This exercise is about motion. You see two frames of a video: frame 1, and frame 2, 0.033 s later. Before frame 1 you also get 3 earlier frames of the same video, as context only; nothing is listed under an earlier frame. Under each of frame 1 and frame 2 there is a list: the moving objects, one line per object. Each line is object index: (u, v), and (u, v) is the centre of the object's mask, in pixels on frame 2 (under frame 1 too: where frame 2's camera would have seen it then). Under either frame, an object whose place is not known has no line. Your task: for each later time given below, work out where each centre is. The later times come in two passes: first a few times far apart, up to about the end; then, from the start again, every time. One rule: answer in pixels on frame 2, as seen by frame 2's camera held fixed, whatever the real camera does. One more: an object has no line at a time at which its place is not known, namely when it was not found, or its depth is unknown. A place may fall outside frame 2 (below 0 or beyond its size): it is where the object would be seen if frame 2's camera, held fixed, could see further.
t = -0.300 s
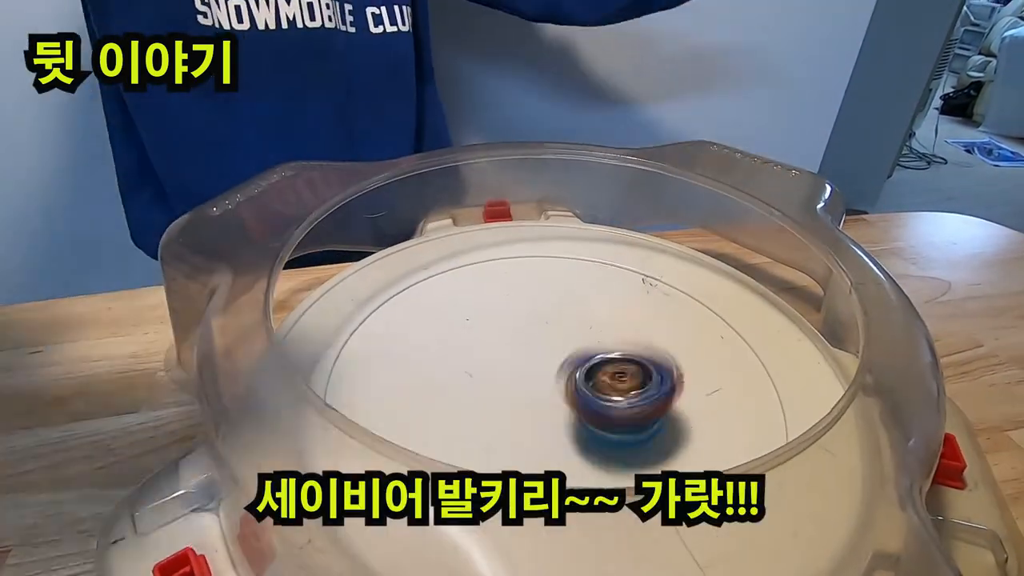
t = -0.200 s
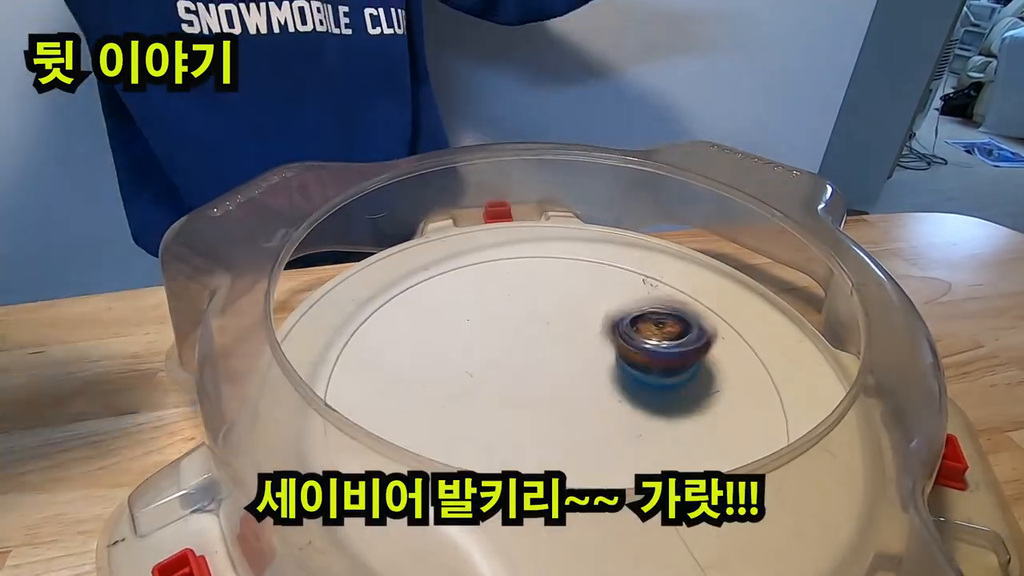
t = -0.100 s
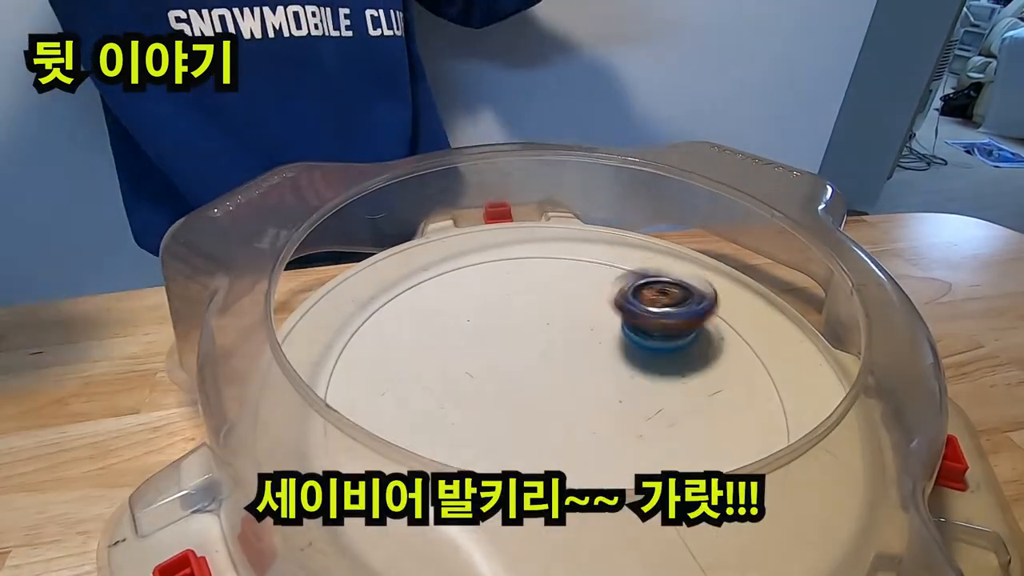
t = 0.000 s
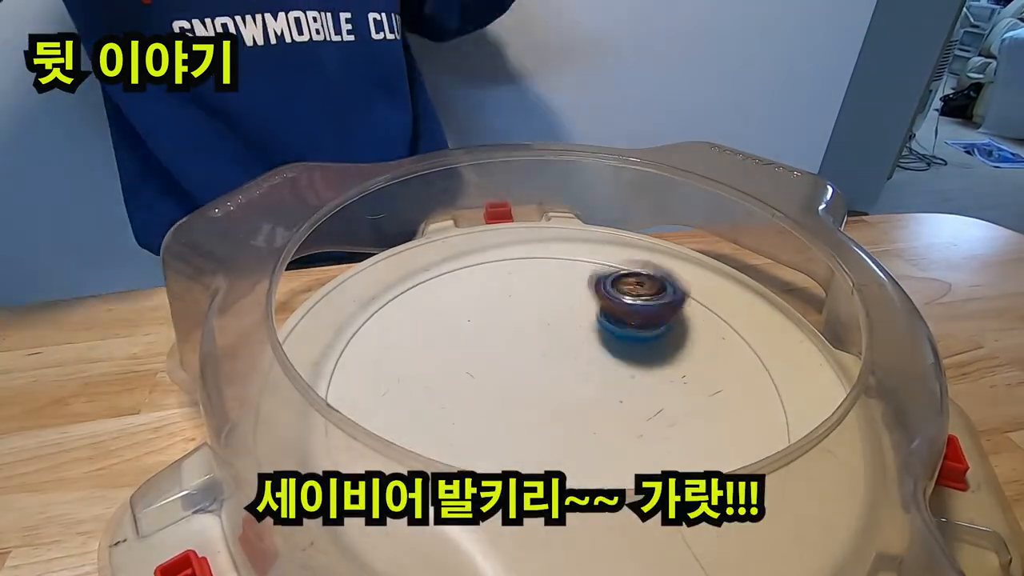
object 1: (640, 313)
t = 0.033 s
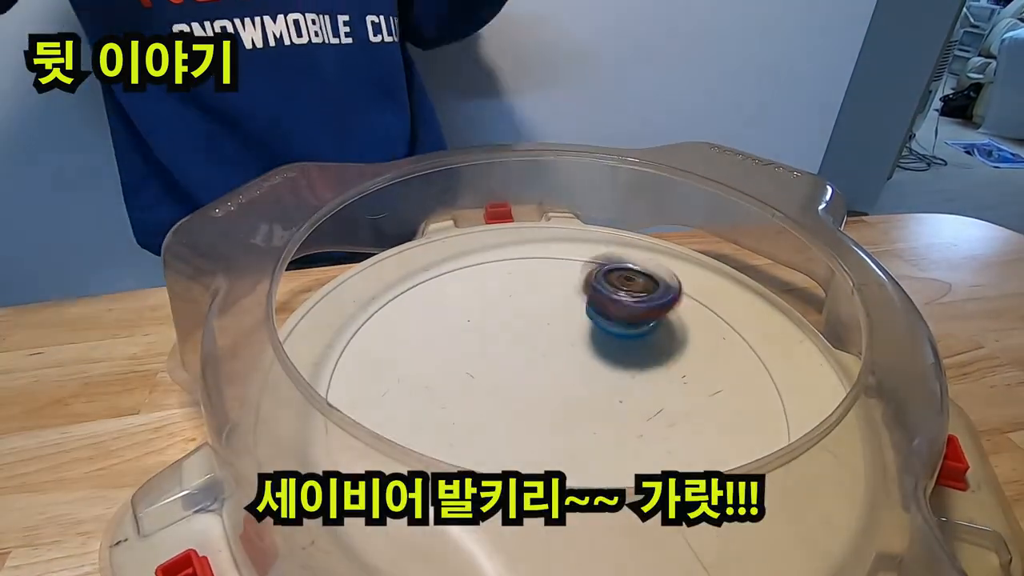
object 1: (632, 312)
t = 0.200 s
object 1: (547, 351)
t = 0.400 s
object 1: (450, 408)
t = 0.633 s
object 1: (526, 425)
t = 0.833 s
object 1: (609, 377)
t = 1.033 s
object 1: (585, 326)
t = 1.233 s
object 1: (538, 343)
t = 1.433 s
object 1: (505, 381)
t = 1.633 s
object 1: (567, 390)
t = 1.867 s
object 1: (578, 343)
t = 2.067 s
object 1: (536, 353)
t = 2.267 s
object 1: (560, 381)
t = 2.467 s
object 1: (583, 374)
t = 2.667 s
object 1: (578, 369)
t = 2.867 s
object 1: (569, 382)
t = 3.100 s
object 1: (569, 381)
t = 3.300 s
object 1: (574, 390)
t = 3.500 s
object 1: (549, 389)
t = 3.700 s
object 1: (562, 378)
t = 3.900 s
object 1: (551, 388)
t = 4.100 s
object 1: (541, 380)
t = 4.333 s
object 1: (565, 380)
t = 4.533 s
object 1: (547, 382)
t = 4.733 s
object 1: (558, 366)
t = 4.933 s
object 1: (564, 385)
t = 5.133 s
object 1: (553, 376)
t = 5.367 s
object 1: (579, 375)
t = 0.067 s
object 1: (618, 318)
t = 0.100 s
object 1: (604, 322)
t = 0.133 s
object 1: (583, 331)
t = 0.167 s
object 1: (567, 342)
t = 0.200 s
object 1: (547, 351)
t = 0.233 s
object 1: (526, 363)
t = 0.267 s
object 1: (504, 374)
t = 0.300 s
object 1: (484, 384)
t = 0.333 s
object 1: (469, 396)
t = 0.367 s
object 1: (457, 404)
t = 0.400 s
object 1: (450, 408)
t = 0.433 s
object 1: (447, 412)
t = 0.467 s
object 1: (448, 415)
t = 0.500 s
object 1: (454, 418)
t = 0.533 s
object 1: (467, 422)
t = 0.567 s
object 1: (483, 424)
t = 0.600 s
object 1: (502, 424)
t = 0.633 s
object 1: (526, 425)
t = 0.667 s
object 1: (549, 423)
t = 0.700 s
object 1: (570, 421)
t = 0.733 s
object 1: (587, 414)
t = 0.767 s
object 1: (599, 404)
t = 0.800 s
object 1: (606, 390)
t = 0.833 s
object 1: (609, 377)
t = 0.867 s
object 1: (610, 365)
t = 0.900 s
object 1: (607, 353)
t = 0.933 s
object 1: (604, 345)
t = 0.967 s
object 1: (600, 337)
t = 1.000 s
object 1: (594, 331)
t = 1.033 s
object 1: (585, 326)
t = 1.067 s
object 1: (577, 324)
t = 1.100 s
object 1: (568, 325)
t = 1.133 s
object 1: (560, 326)
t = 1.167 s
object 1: (551, 330)
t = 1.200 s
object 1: (545, 336)
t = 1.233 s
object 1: (538, 343)
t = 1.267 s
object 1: (532, 350)
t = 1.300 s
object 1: (525, 357)
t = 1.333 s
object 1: (517, 364)
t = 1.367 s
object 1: (510, 370)
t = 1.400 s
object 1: (506, 375)
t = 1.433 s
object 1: (505, 381)
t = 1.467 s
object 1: (509, 386)
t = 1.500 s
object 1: (517, 390)
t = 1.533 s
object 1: (528, 393)
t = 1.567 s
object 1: (541, 394)
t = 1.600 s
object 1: (555, 392)
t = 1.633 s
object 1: (567, 390)
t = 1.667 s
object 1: (577, 384)
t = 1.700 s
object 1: (584, 377)
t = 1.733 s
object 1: (589, 369)
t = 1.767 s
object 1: (591, 362)
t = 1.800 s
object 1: (589, 354)
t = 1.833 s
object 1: (585, 348)
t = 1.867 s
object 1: (578, 343)
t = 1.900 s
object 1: (570, 340)
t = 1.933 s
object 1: (562, 340)
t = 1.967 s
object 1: (552, 341)
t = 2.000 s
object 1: (545, 344)
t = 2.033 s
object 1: (539, 347)
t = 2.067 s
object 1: (536, 353)
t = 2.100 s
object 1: (535, 358)
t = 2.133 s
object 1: (538, 364)
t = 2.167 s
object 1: (543, 370)
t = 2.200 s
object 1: (548, 374)
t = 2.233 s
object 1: (555, 379)
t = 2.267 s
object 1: (560, 381)
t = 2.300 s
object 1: (566, 382)
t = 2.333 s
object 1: (572, 382)
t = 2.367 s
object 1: (577, 381)
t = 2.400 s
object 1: (581, 379)
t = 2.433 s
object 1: (583, 376)
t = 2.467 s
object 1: (583, 374)
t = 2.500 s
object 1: (581, 371)
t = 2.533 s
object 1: (580, 369)
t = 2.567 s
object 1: (579, 367)
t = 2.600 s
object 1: (579, 368)
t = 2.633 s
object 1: (578, 368)
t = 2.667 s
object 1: (578, 369)
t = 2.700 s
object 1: (576, 371)
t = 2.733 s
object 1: (575, 374)
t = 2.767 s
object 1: (573, 376)
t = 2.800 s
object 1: (572, 379)
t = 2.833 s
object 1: (570, 380)
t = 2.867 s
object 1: (569, 382)
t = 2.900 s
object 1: (566, 383)
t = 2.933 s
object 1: (565, 383)
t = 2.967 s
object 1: (565, 383)
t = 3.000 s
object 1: (565, 382)
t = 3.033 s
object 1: (566, 382)
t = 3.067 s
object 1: (567, 381)
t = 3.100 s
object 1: (569, 381)
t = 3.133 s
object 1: (572, 381)
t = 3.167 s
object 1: (574, 382)
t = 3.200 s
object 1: (575, 384)
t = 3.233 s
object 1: (576, 386)
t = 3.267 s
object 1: (576, 388)
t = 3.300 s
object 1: (574, 390)
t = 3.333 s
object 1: (570, 392)
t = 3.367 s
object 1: (566, 393)
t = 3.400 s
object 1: (562, 393)
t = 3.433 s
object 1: (558, 393)
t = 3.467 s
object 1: (552, 391)
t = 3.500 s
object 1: (549, 389)
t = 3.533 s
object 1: (549, 386)
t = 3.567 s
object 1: (549, 383)
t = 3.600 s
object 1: (549, 380)
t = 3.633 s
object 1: (552, 379)
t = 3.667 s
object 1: (558, 378)
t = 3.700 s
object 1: (562, 378)
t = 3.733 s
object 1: (565, 380)
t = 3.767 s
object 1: (566, 382)
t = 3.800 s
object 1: (563, 384)
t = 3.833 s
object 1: (558, 386)
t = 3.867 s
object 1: (554, 387)
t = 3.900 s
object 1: (551, 388)
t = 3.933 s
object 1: (546, 389)
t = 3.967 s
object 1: (542, 388)
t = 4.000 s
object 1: (541, 386)
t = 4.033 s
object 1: (539, 384)
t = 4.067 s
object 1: (538, 382)
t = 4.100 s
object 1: (541, 380)
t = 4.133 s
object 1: (542, 378)
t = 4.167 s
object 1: (546, 376)
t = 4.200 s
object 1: (552, 376)
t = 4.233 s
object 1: (555, 375)
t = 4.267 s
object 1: (559, 376)
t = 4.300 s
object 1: (564, 378)
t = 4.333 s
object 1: (565, 380)
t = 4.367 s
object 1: (565, 384)
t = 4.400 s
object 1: (564, 386)
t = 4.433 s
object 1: (558, 388)
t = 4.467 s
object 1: (553, 387)
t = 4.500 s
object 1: (551, 385)
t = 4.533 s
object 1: (547, 382)
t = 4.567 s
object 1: (547, 377)
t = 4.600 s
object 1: (546, 373)
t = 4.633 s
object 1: (547, 370)
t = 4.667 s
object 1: (550, 367)
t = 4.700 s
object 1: (553, 366)
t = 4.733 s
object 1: (558, 366)
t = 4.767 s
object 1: (563, 367)
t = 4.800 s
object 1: (566, 369)
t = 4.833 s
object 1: (569, 373)
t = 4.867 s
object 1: (568, 377)
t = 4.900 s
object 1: (568, 382)
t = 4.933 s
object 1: (564, 385)
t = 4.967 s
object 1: (557, 387)
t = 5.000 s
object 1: (553, 388)
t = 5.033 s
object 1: (549, 387)
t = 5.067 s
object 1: (550, 384)
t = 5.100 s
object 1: (551, 381)
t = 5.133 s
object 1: (553, 376)
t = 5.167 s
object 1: (558, 373)
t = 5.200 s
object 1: (561, 371)
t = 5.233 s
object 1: (566, 369)
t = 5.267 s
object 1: (570, 369)
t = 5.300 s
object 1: (575, 370)
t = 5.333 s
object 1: (576, 372)
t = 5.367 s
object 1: (579, 375)
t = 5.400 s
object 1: (577, 379)
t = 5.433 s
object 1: (574, 383)
